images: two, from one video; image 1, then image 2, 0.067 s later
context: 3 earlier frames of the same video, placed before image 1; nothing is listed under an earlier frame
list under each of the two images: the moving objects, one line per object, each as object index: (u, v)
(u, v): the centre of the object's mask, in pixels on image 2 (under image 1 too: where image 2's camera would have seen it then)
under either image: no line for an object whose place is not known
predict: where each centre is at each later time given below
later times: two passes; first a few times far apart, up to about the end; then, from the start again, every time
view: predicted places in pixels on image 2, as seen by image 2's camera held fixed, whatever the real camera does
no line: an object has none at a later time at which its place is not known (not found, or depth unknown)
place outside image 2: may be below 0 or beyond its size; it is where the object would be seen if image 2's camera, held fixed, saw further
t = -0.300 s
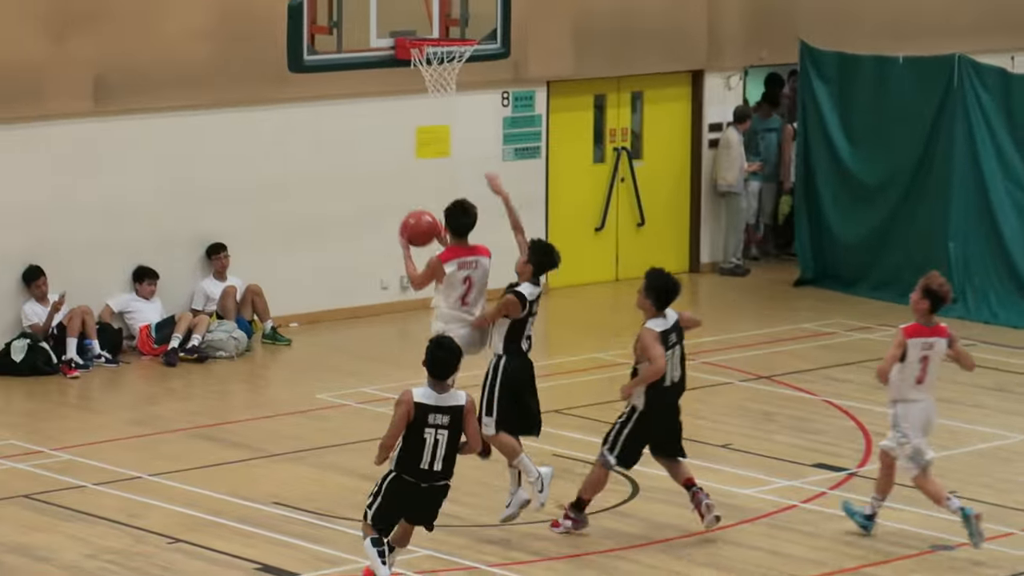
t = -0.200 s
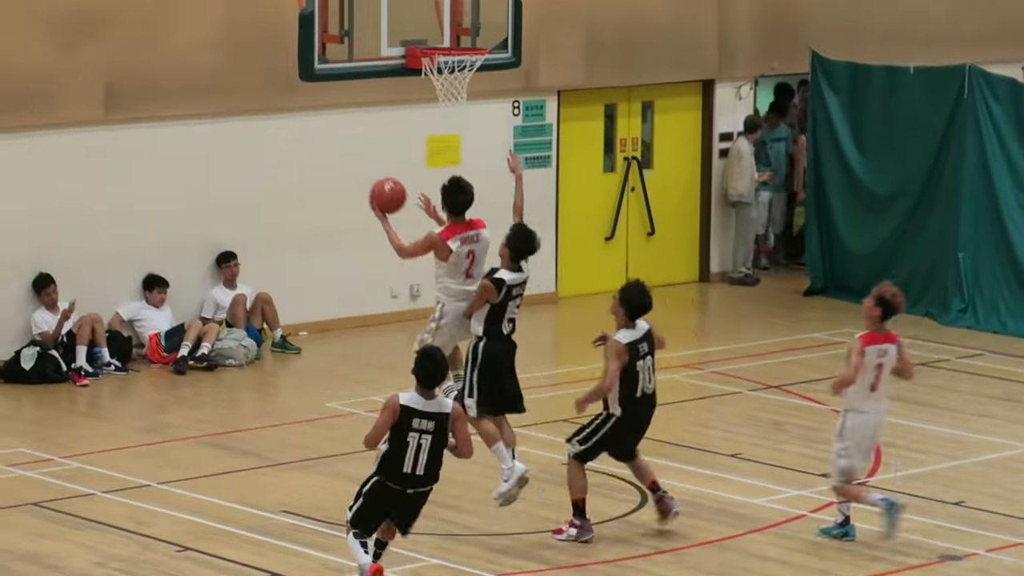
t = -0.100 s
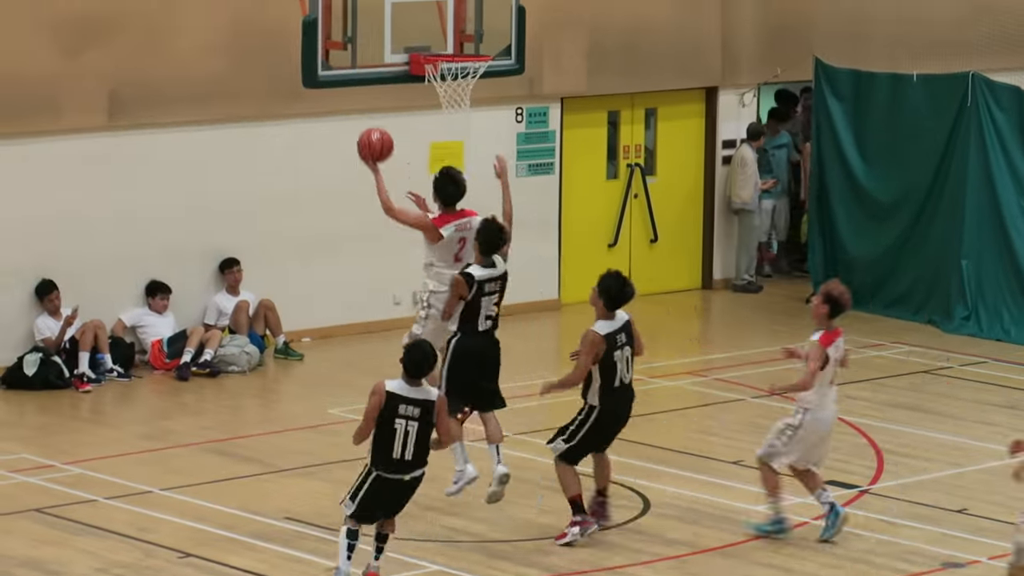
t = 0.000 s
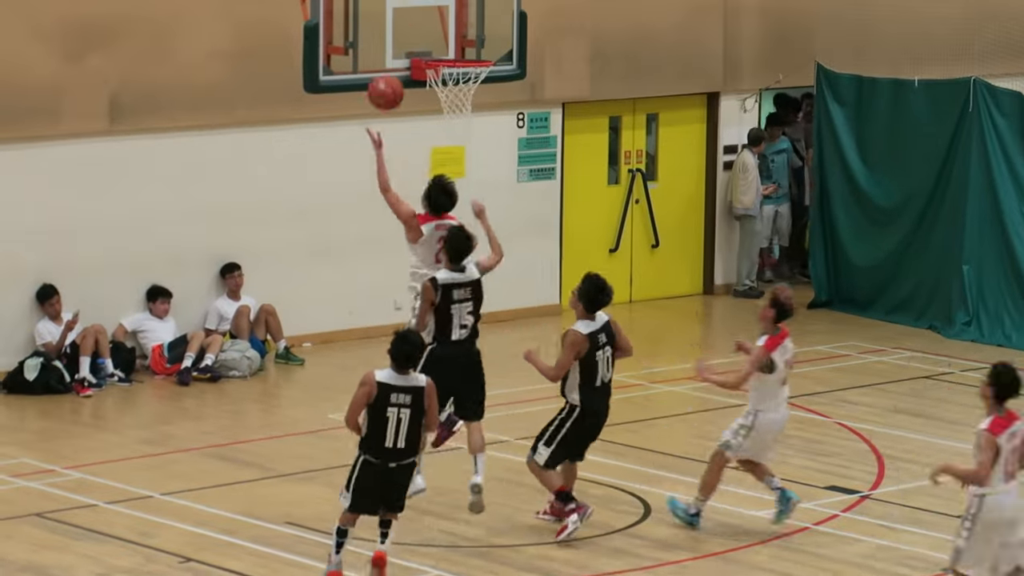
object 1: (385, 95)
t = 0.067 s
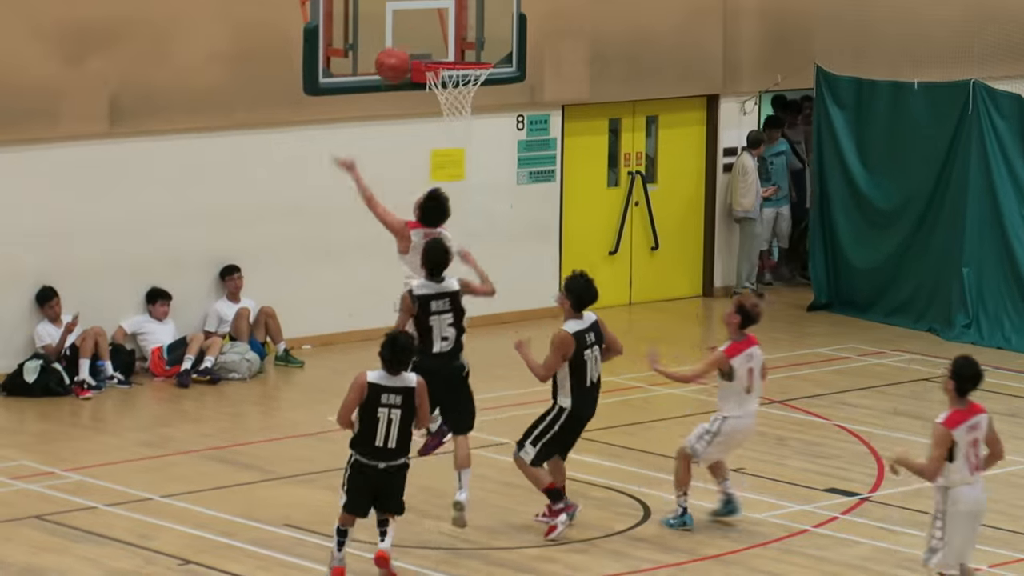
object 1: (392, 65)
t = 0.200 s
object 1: (407, 25)
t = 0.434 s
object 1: (447, 18)
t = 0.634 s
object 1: (473, 41)
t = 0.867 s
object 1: (462, 48)
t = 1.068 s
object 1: (456, 61)
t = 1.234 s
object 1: (458, 110)
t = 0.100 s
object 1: (396, 51)
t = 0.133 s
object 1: (400, 42)
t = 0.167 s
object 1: (404, 32)
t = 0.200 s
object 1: (407, 25)
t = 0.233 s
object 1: (410, 19)
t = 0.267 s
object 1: (414, 15)
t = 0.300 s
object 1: (419, 13)
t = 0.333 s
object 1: (426, 12)
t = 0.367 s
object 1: (433, 13)
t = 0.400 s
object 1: (442, 15)
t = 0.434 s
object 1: (447, 18)
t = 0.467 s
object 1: (455, 24)
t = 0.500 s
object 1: (462, 31)
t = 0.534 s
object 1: (471, 40)
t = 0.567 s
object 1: (475, 49)
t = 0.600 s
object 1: (474, 44)
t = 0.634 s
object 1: (473, 41)
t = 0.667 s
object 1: (472, 38)
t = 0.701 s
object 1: (471, 38)
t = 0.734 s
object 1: (469, 37)
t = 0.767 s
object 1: (467, 40)
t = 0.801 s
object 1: (465, 44)
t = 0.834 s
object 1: (464, 49)
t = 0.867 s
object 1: (462, 48)
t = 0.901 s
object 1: (461, 47)
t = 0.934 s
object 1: (460, 47)
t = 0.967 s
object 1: (459, 48)
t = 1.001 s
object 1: (458, 50)
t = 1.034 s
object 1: (457, 55)
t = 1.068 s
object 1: (456, 61)
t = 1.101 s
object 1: (456, 68)
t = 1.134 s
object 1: (457, 76)
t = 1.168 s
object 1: (457, 86)
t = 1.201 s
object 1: (457, 98)
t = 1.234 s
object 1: (458, 110)
